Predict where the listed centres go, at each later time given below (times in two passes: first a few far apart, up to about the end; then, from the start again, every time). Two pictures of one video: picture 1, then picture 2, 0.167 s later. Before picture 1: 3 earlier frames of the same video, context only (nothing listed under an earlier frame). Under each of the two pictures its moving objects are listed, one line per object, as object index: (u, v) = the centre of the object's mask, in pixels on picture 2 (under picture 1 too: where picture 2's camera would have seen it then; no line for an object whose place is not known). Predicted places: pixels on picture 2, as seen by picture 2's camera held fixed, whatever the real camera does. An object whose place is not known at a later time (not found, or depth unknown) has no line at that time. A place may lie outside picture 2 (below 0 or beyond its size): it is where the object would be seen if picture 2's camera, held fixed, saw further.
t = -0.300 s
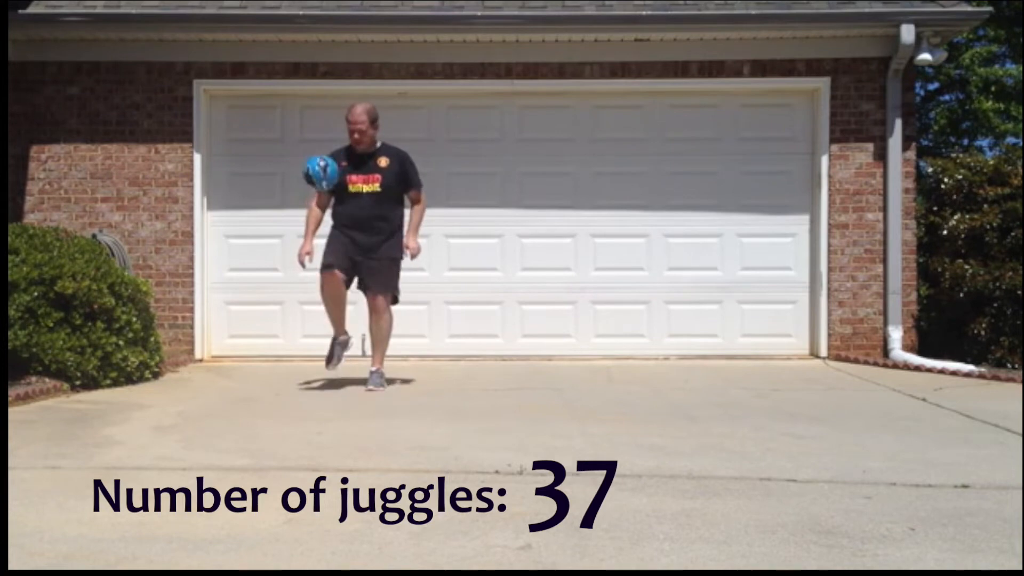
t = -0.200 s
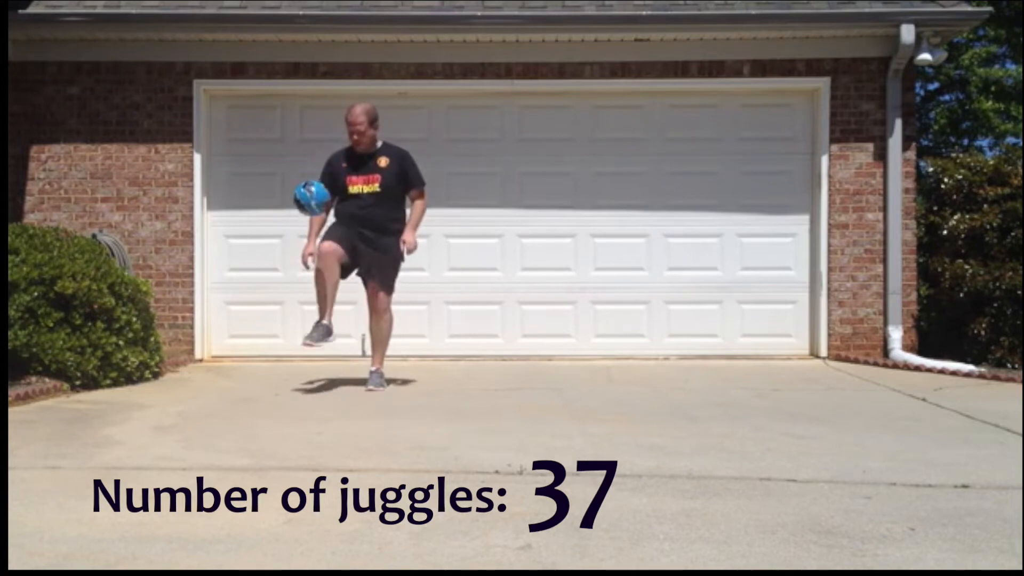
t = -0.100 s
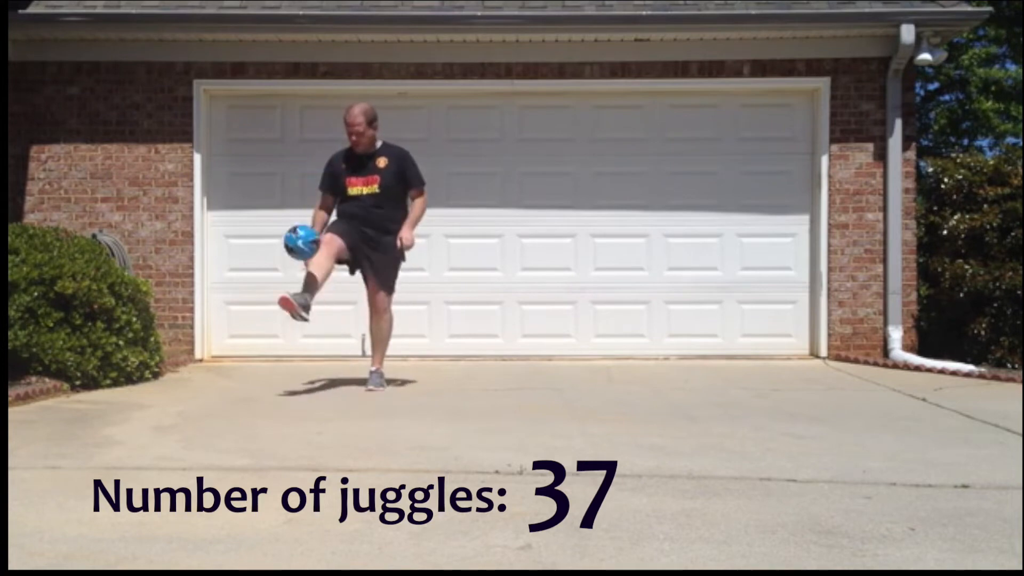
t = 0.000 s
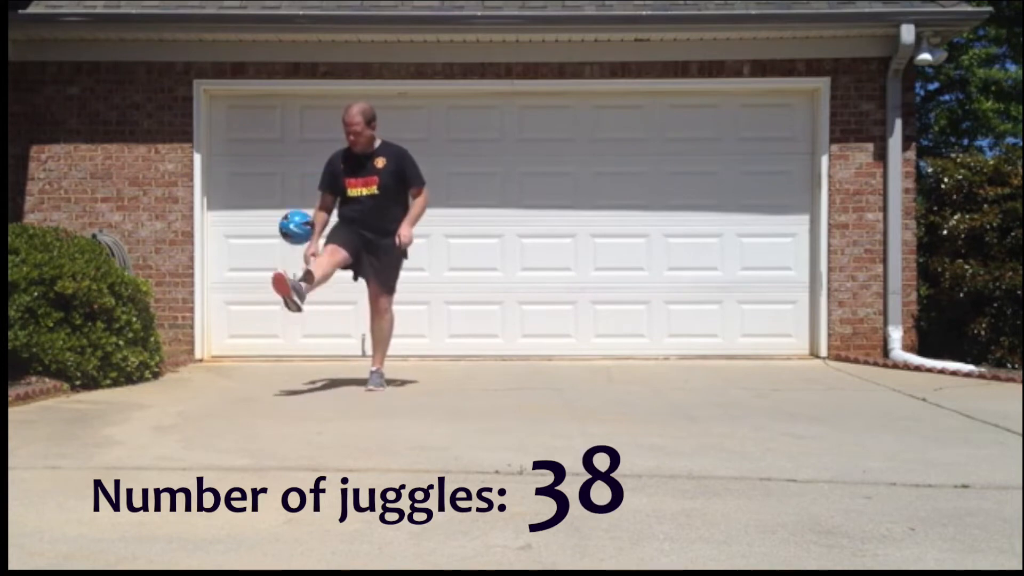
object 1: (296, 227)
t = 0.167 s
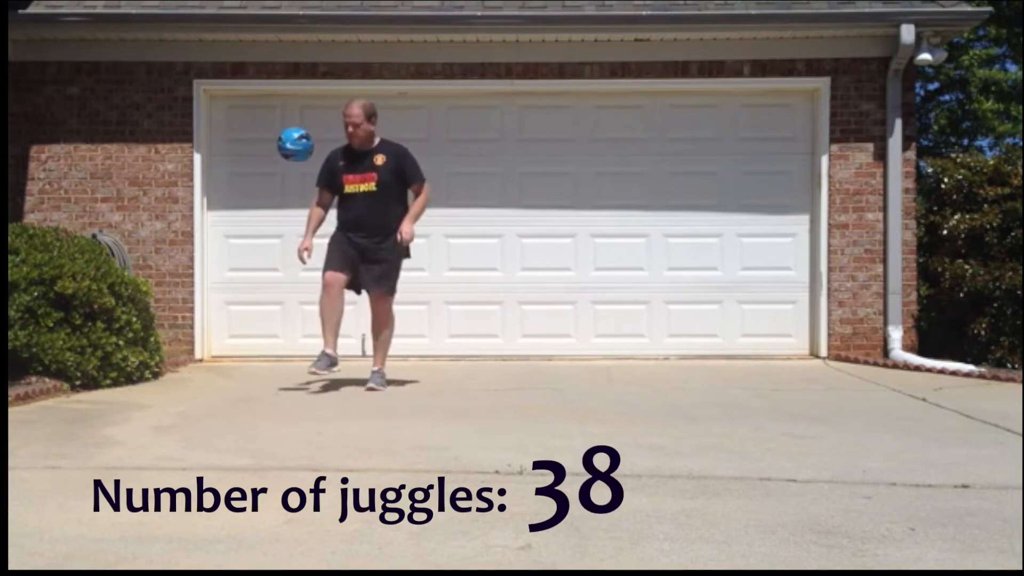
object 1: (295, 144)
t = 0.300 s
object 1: (295, 113)
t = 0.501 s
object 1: (295, 127)
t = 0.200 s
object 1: (295, 134)
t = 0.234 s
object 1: (295, 125)
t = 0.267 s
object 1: (295, 118)
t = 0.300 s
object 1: (295, 113)
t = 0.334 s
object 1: (295, 110)
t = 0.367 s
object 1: (294, 110)
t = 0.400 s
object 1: (294, 110)
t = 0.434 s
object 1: (294, 113)
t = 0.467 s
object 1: (295, 119)
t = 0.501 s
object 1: (295, 127)
